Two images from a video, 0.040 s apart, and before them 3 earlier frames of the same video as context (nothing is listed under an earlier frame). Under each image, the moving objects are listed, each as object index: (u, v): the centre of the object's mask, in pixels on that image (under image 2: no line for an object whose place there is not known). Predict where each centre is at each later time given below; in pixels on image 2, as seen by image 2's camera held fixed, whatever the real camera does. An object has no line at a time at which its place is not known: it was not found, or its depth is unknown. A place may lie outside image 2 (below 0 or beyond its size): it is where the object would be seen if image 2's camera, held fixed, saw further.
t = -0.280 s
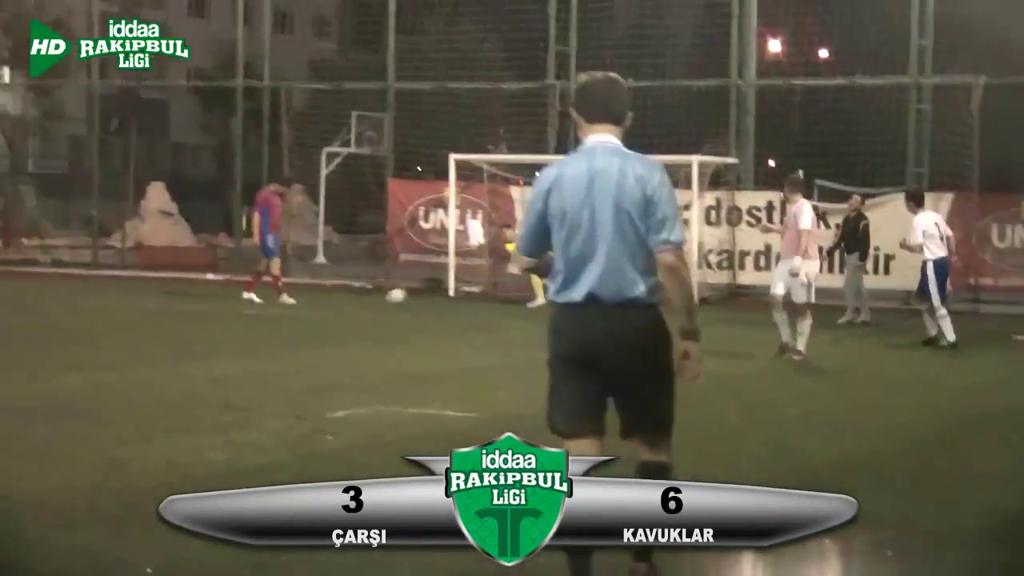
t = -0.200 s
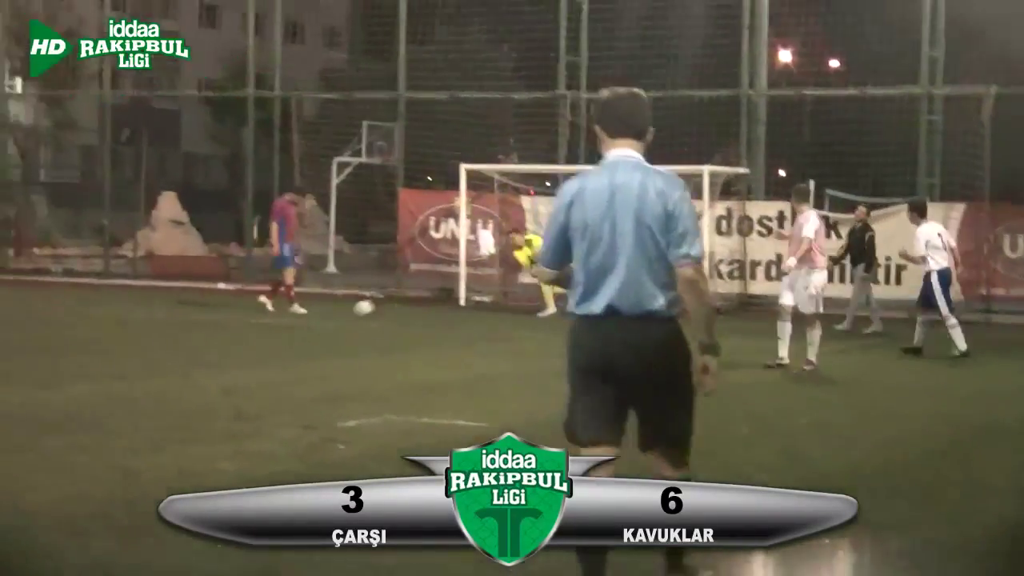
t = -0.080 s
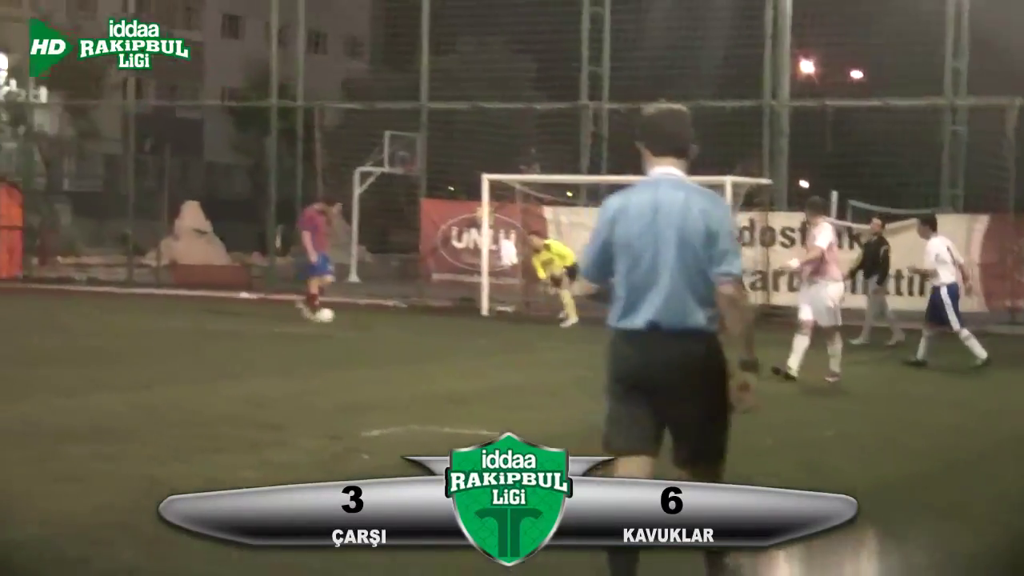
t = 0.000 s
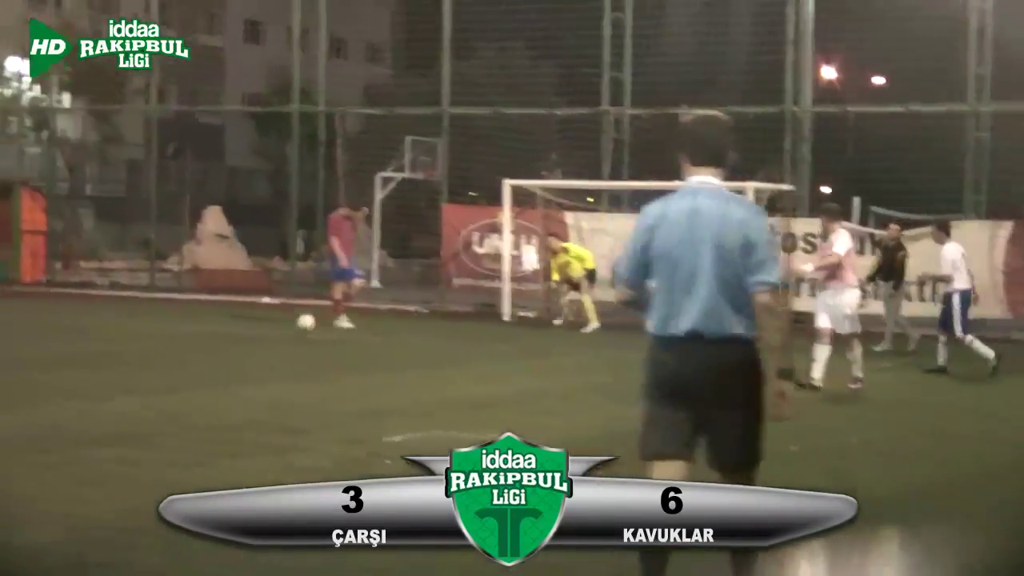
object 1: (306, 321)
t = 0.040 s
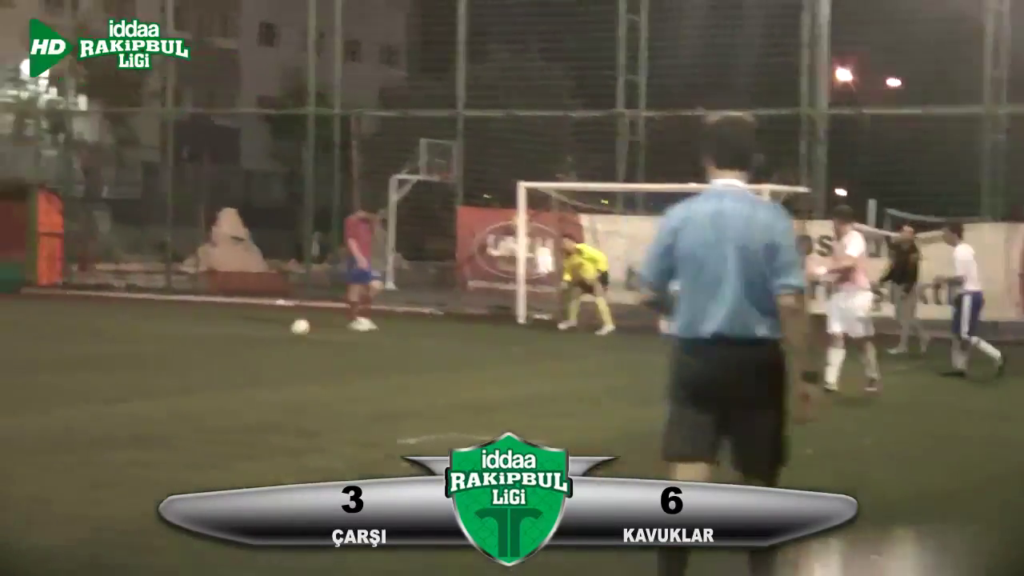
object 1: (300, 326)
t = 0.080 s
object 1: (280, 329)
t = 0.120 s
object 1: (263, 327)
